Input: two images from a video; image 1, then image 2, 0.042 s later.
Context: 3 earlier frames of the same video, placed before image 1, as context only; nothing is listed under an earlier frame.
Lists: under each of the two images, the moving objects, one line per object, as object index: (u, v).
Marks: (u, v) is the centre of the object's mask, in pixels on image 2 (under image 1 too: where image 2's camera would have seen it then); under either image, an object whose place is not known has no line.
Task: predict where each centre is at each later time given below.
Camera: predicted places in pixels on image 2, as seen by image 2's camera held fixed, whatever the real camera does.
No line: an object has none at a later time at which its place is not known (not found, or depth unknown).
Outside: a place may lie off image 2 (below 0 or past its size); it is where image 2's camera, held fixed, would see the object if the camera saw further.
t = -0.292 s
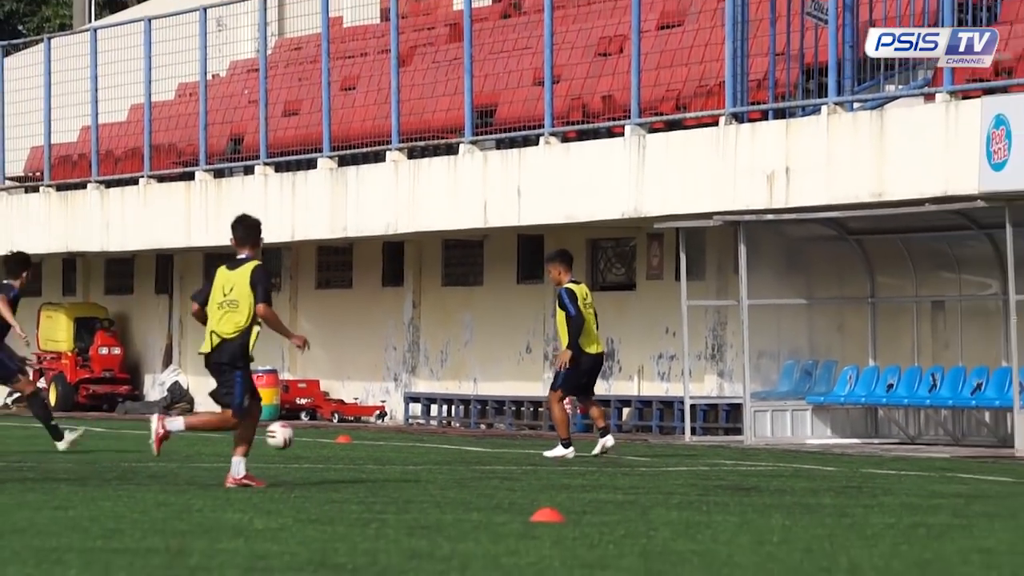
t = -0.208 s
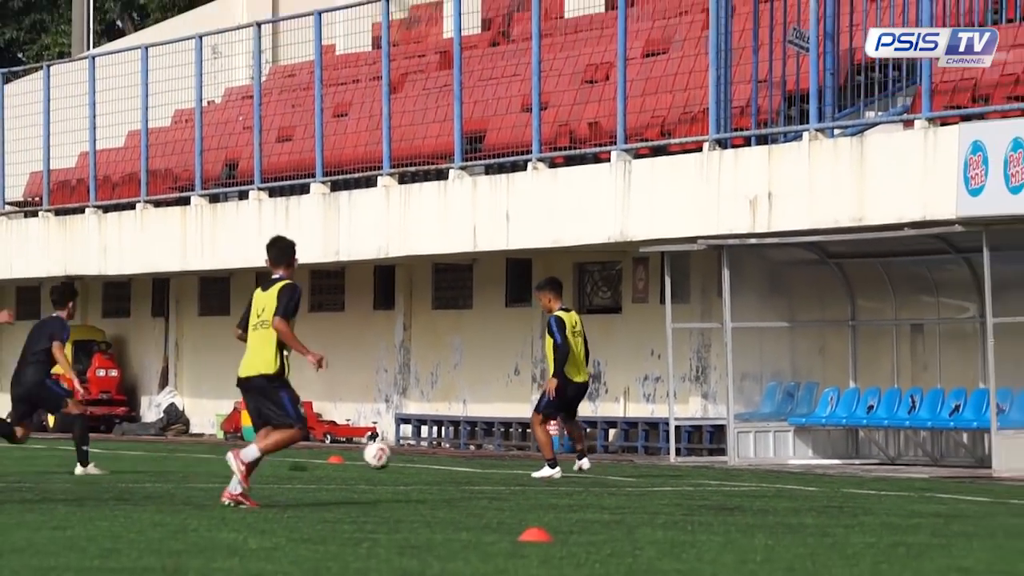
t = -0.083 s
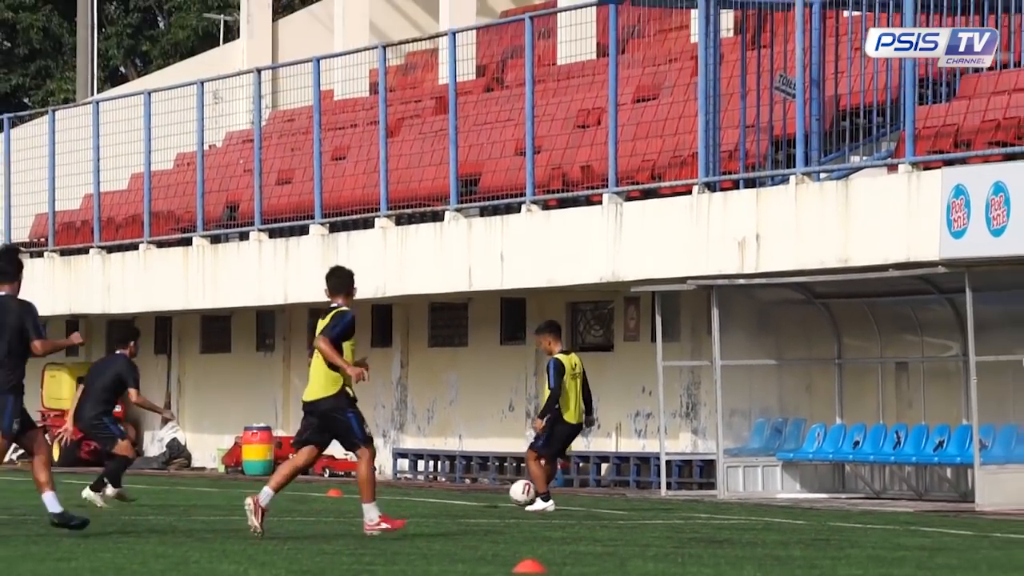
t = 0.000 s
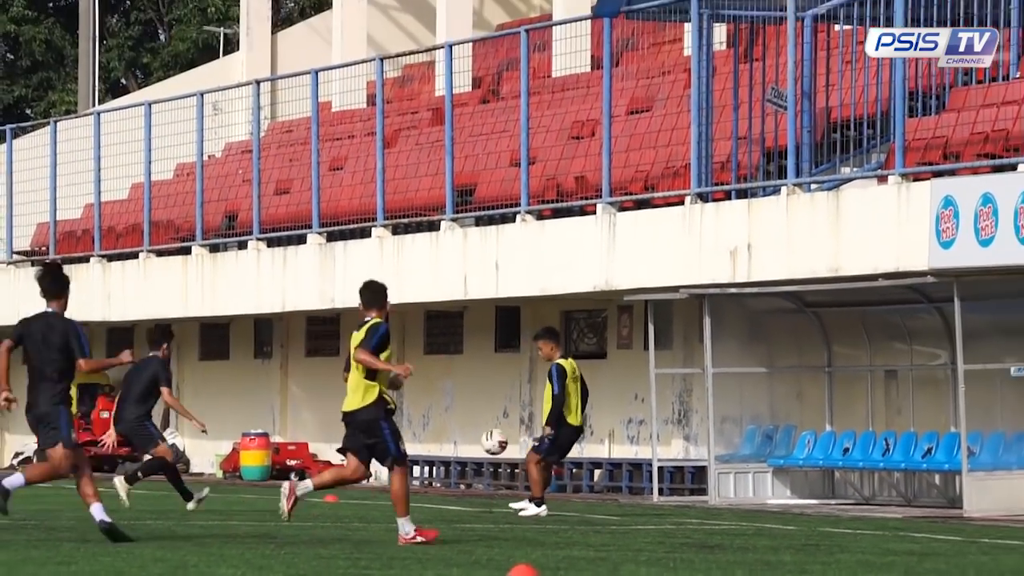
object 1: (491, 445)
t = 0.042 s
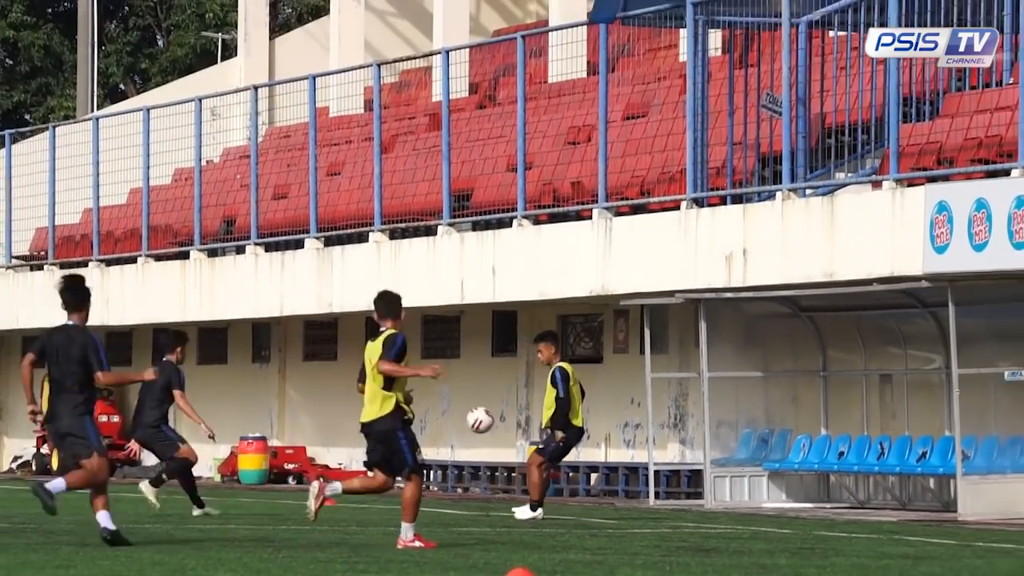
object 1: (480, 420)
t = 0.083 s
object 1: (469, 398)
